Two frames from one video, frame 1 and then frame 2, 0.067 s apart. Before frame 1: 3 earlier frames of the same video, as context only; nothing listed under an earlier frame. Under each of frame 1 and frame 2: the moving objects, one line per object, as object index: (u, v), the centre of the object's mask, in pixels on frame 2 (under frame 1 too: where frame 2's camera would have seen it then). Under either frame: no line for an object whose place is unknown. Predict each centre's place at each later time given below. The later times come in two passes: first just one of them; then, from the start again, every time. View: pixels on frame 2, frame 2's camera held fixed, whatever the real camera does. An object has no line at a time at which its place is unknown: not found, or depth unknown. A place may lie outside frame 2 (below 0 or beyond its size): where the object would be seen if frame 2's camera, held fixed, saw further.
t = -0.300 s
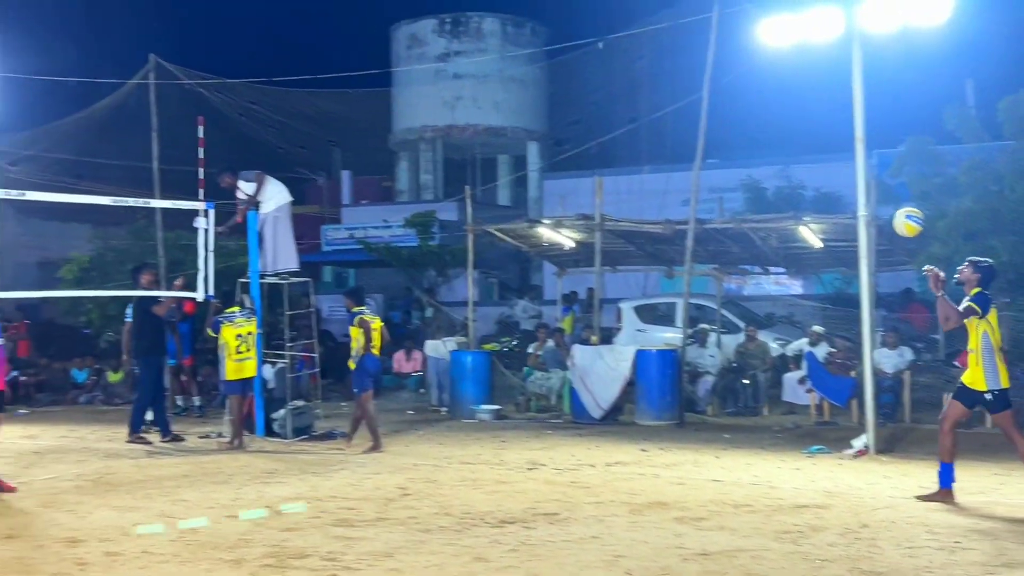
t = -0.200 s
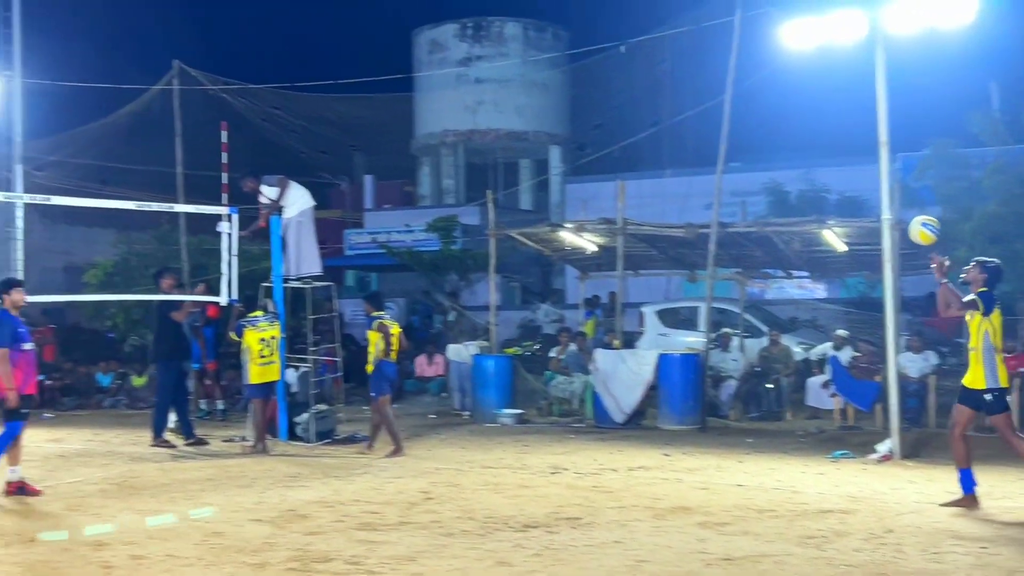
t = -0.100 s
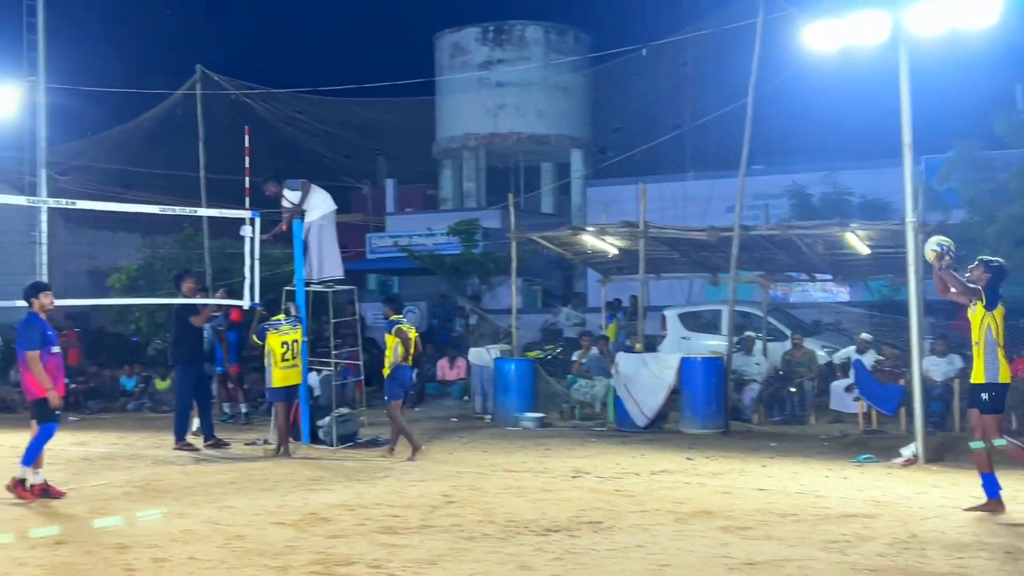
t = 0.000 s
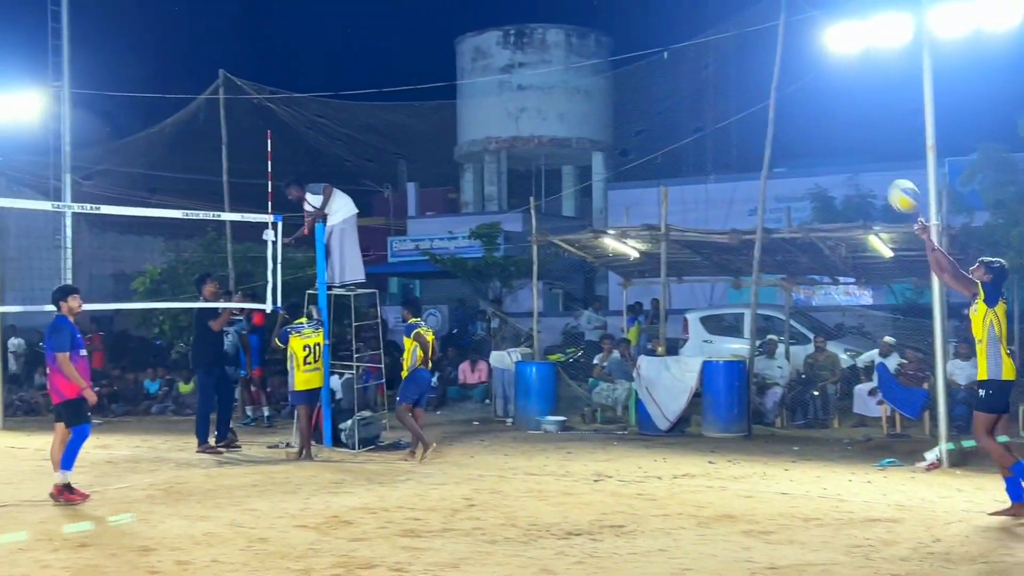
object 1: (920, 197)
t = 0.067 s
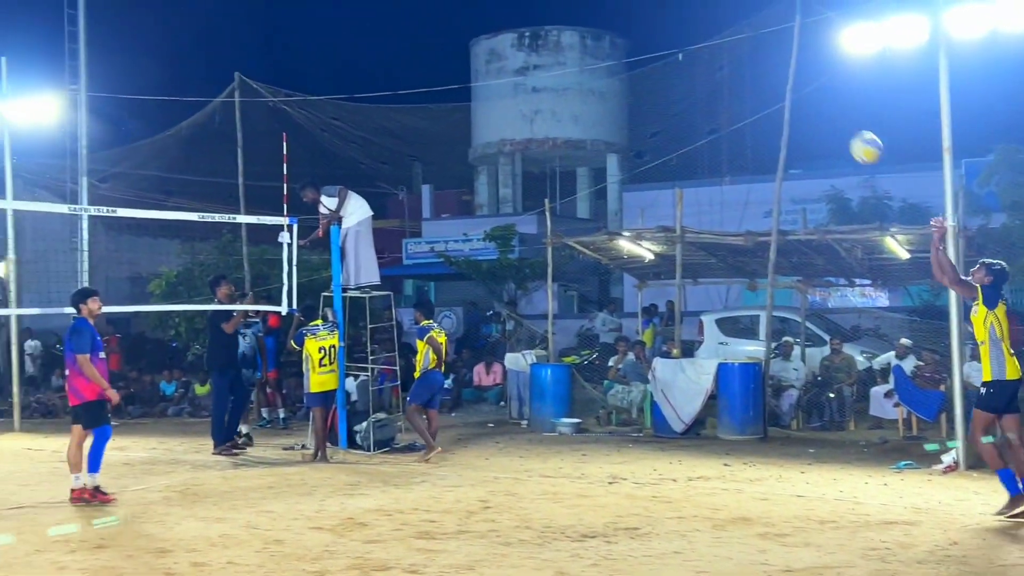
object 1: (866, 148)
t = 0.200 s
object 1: (762, 70)
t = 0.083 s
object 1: (853, 137)
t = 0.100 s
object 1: (839, 125)
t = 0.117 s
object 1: (826, 116)
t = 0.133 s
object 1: (813, 106)
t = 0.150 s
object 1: (800, 96)
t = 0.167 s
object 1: (787, 87)
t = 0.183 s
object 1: (775, 79)
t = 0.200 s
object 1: (762, 70)
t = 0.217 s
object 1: (749, 63)
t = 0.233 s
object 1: (737, 55)
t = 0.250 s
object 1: (725, 49)
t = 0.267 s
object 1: (712, 42)
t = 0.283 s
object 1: (700, 36)
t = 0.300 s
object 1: (690, 31)
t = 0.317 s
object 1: (678, 25)
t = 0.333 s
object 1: (666, 20)
